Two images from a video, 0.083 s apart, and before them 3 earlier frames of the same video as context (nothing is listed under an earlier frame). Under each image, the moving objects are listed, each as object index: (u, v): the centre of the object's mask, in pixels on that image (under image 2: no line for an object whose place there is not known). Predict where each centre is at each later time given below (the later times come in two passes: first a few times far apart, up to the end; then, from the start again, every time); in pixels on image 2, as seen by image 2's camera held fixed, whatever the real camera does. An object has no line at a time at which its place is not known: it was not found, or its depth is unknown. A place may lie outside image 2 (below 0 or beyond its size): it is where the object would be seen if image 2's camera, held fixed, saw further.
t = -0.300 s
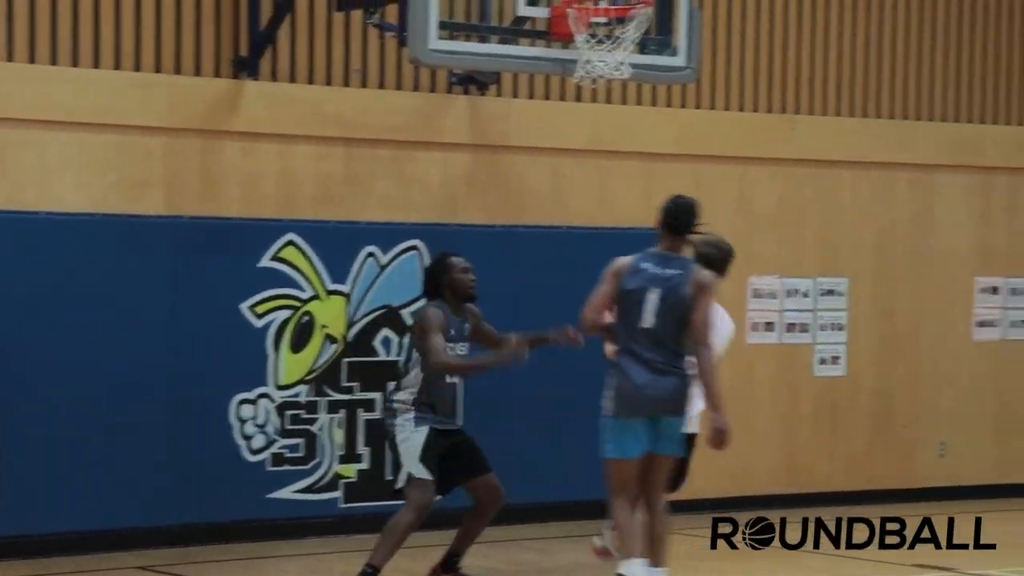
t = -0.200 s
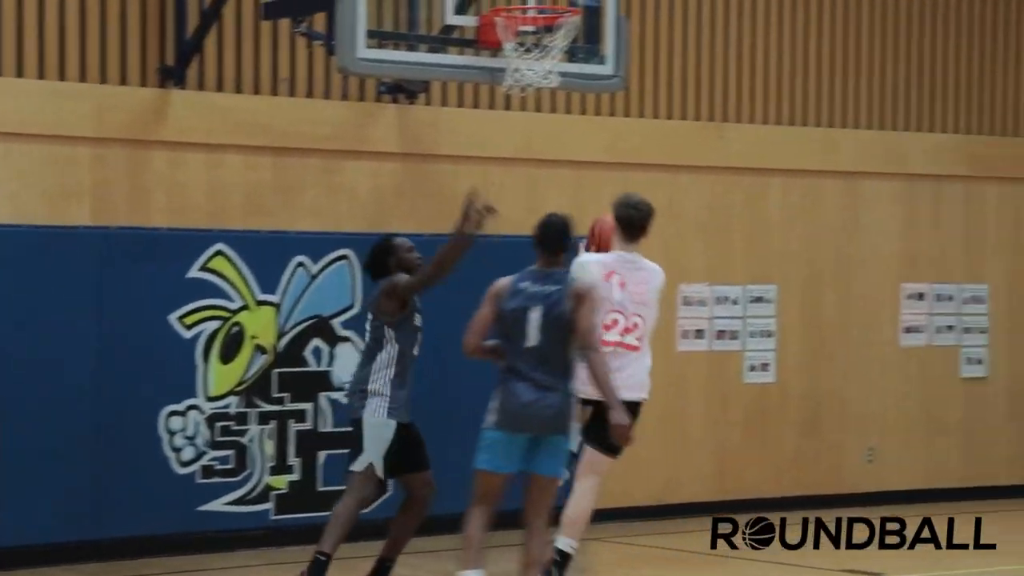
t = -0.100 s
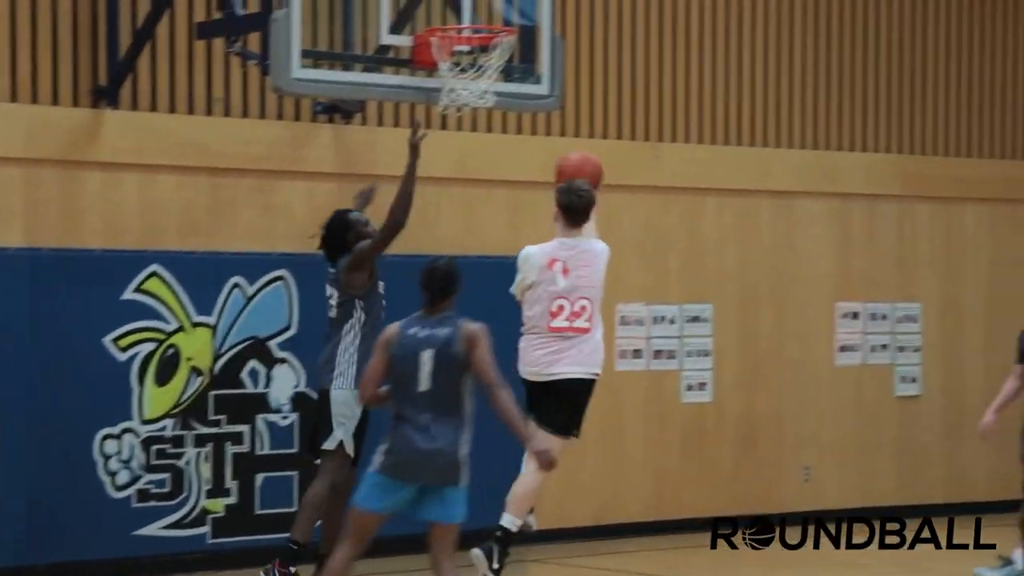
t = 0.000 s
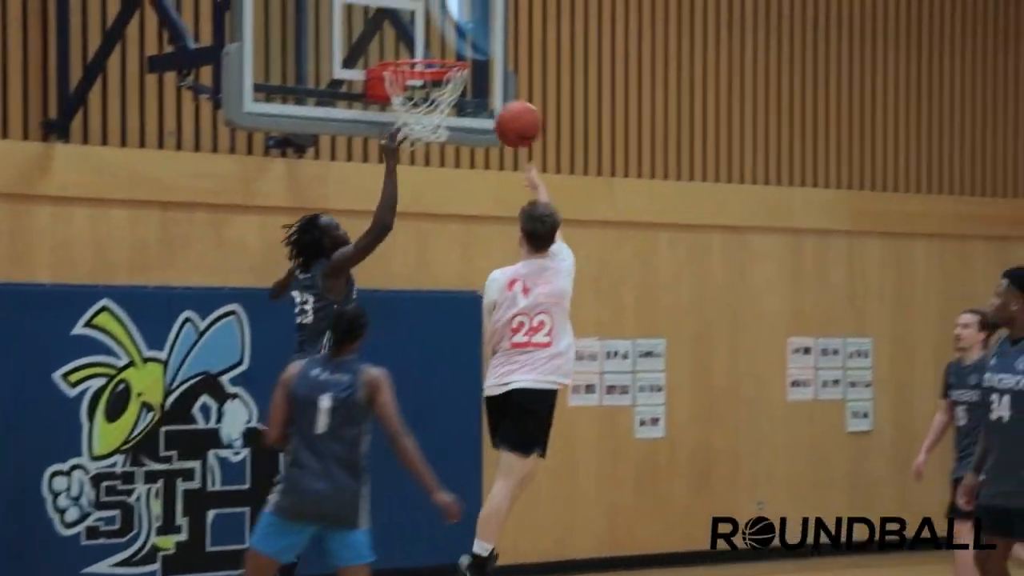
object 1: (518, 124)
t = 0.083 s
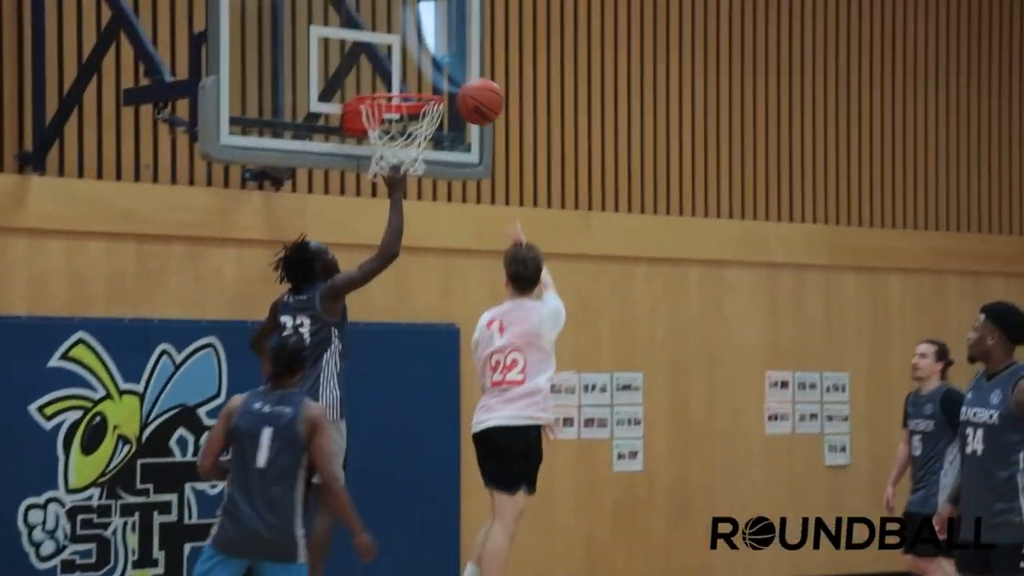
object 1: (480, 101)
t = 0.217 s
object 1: (457, 41)
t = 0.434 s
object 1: (421, 16)
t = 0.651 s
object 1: (389, 75)
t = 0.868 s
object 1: (406, 75)
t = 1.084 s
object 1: (376, 80)
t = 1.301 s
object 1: (414, 105)
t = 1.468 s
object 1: (389, 162)
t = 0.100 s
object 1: (477, 92)
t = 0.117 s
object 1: (474, 83)
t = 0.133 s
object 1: (471, 74)
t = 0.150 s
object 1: (468, 67)
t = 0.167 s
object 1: (465, 59)
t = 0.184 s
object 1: (462, 52)
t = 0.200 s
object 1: (459, 46)
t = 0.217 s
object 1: (457, 41)
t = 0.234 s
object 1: (454, 36)
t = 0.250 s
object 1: (451, 32)
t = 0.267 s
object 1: (448, 28)
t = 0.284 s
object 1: (445, 24)
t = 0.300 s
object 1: (442, 21)
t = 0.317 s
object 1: (440, 19)
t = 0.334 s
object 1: (437, 17)
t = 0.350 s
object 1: (435, 16)
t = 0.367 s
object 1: (432, 15)
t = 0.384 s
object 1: (429, 15)
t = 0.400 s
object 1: (426, 15)
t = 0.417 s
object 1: (423, 15)
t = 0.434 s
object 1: (421, 16)
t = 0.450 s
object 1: (418, 18)
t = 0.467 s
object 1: (416, 20)
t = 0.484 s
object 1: (413, 22)
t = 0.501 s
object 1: (411, 26)
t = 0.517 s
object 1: (408, 29)
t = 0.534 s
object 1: (406, 34)
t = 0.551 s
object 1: (403, 38)
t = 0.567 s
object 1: (401, 43)
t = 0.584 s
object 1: (399, 49)
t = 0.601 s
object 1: (397, 55)
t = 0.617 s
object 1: (394, 61)
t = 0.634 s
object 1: (392, 69)
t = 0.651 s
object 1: (389, 75)
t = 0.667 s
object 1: (387, 80)
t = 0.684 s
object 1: (385, 83)
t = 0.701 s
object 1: (389, 83)
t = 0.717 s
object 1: (395, 83)
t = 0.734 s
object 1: (400, 82)
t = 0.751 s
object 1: (405, 82)
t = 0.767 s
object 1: (410, 82)
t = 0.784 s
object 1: (414, 82)
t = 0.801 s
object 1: (416, 82)
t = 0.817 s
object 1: (414, 80)
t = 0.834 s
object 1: (412, 79)
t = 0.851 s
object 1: (408, 77)
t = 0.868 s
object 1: (406, 75)
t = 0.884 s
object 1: (403, 74)
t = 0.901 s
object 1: (400, 72)
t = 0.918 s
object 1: (397, 72)
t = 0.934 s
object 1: (394, 71)
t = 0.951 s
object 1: (392, 71)
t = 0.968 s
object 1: (389, 72)
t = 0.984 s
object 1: (387, 72)
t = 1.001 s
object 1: (384, 74)
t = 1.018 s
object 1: (381, 76)
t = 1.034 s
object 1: (378, 77)
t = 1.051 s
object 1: (376, 79)
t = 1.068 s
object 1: (374, 81)
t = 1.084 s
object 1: (376, 80)
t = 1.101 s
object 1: (380, 80)
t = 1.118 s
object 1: (384, 79)
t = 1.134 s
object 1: (387, 79)
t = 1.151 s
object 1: (391, 80)
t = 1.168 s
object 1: (395, 80)
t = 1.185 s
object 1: (399, 81)
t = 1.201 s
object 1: (403, 82)
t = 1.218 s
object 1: (407, 83)
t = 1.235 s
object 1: (412, 91)
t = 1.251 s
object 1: (415, 96)
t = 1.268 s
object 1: (418, 99)
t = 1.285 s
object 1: (418, 102)
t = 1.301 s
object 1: (414, 105)
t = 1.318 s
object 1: (411, 109)
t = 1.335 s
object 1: (408, 112)
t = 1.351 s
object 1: (406, 115)
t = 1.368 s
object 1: (404, 117)
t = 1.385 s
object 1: (401, 125)
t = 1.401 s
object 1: (401, 132)
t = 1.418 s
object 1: (396, 139)
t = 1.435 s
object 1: (395, 144)
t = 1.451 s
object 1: (390, 156)
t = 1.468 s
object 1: (389, 162)
